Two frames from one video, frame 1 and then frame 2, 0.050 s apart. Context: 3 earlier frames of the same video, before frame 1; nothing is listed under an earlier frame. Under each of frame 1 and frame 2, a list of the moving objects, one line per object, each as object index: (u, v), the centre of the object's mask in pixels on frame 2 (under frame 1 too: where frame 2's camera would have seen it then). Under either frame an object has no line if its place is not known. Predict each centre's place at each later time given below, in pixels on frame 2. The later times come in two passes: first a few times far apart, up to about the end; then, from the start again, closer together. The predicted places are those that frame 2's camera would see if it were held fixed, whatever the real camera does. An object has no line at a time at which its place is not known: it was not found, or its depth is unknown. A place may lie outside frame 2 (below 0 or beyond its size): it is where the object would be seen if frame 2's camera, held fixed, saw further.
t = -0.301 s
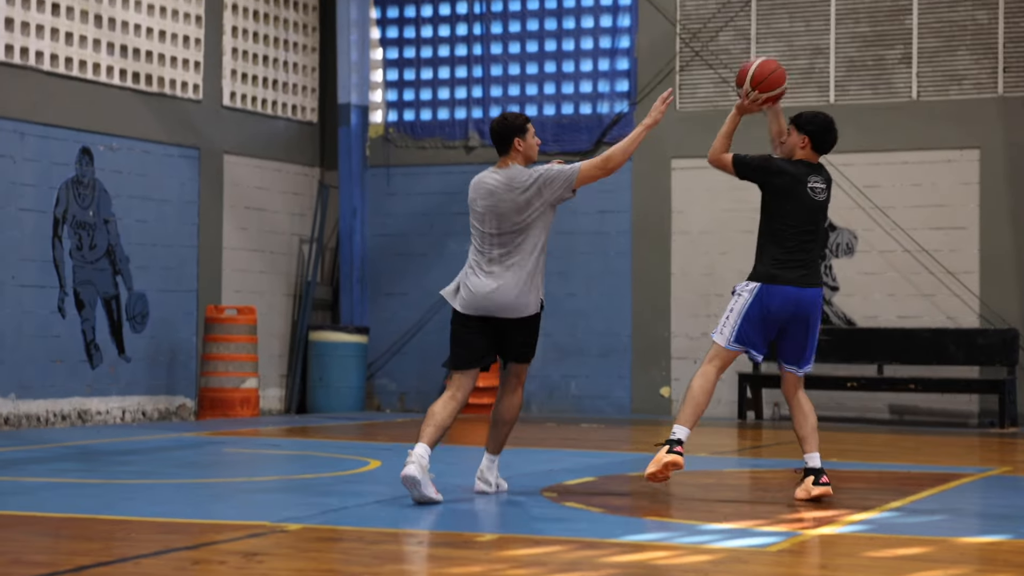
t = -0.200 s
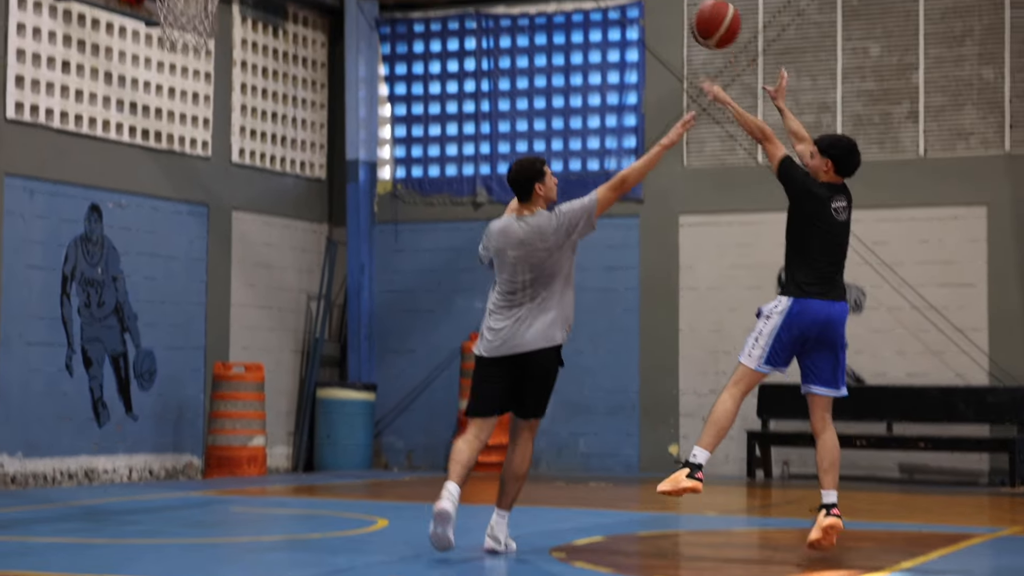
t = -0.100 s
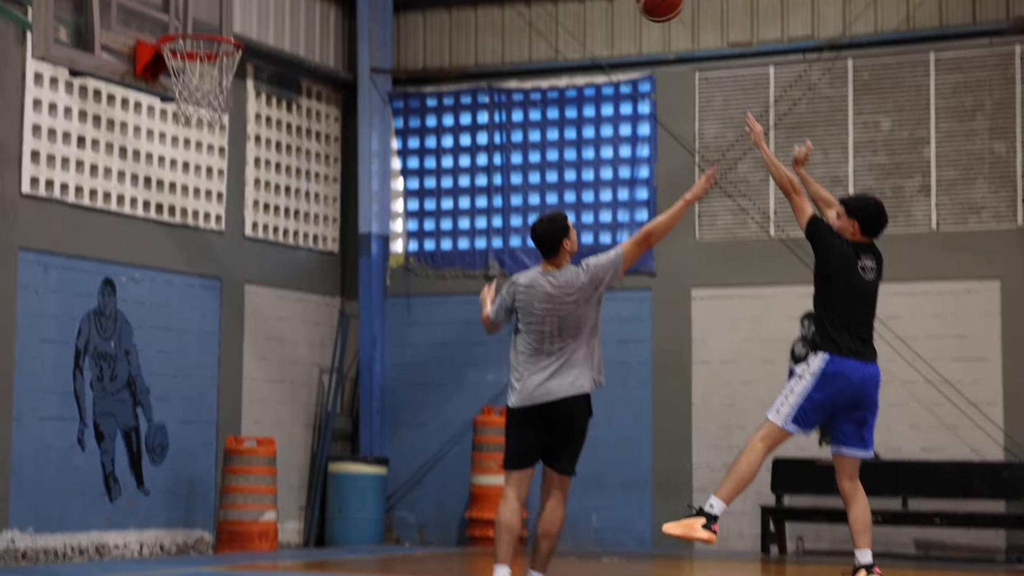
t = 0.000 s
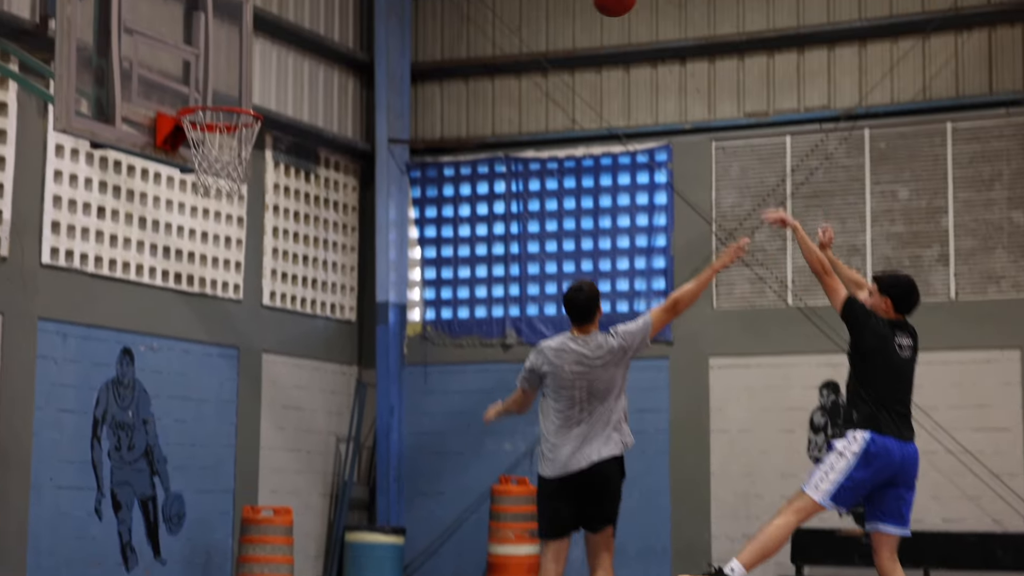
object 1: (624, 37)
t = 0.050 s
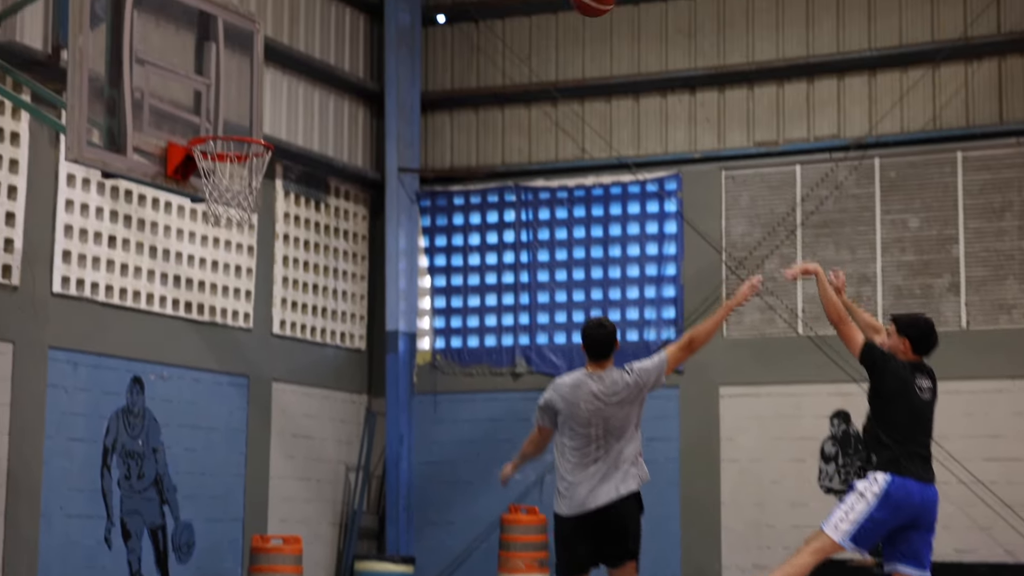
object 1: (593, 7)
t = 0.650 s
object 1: (278, 8)
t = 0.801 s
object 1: (208, 105)
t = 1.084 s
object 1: (313, 70)
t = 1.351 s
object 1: (424, 90)
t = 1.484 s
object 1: (477, 145)
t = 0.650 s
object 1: (278, 8)
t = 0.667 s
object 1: (271, 17)
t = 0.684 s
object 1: (262, 26)
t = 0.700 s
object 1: (254, 36)
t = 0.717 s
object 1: (247, 47)
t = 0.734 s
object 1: (239, 58)
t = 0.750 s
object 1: (231, 69)
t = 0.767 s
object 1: (223, 80)
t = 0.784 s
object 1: (216, 92)
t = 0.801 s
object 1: (208, 105)
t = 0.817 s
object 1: (203, 116)
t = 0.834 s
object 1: (209, 122)
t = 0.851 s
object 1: (216, 127)
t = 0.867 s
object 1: (224, 131)
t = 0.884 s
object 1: (230, 128)
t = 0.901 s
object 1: (237, 123)
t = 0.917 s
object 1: (244, 117)
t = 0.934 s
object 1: (250, 111)
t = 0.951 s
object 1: (258, 104)
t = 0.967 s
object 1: (264, 99)
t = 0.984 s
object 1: (271, 93)
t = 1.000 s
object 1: (278, 88)
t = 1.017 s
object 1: (285, 83)
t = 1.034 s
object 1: (292, 79)
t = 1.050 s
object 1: (299, 76)
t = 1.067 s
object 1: (306, 72)
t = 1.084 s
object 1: (313, 70)
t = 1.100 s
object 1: (320, 68)
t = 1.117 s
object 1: (327, 65)
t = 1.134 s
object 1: (334, 64)
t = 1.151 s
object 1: (341, 64)
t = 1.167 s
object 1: (348, 63)
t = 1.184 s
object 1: (354, 63)
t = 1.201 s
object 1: (361, 64)
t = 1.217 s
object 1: (368, 65)
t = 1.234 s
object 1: (375, 66)
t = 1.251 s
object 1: (382, 68)
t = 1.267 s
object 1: (389, 70)
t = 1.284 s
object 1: (395, 73)
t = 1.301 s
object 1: (402, 76)
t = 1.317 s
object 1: (409, 80)
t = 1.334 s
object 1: (416, 85)
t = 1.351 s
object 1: (424, 90)
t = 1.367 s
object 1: (430, 95)
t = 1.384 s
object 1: (437, 101)
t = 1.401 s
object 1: (443, 107)
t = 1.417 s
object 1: (450, 114)
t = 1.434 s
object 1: (457, 121)
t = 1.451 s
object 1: (464, 128)
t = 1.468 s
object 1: (470, 136)
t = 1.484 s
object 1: (477, 145)
